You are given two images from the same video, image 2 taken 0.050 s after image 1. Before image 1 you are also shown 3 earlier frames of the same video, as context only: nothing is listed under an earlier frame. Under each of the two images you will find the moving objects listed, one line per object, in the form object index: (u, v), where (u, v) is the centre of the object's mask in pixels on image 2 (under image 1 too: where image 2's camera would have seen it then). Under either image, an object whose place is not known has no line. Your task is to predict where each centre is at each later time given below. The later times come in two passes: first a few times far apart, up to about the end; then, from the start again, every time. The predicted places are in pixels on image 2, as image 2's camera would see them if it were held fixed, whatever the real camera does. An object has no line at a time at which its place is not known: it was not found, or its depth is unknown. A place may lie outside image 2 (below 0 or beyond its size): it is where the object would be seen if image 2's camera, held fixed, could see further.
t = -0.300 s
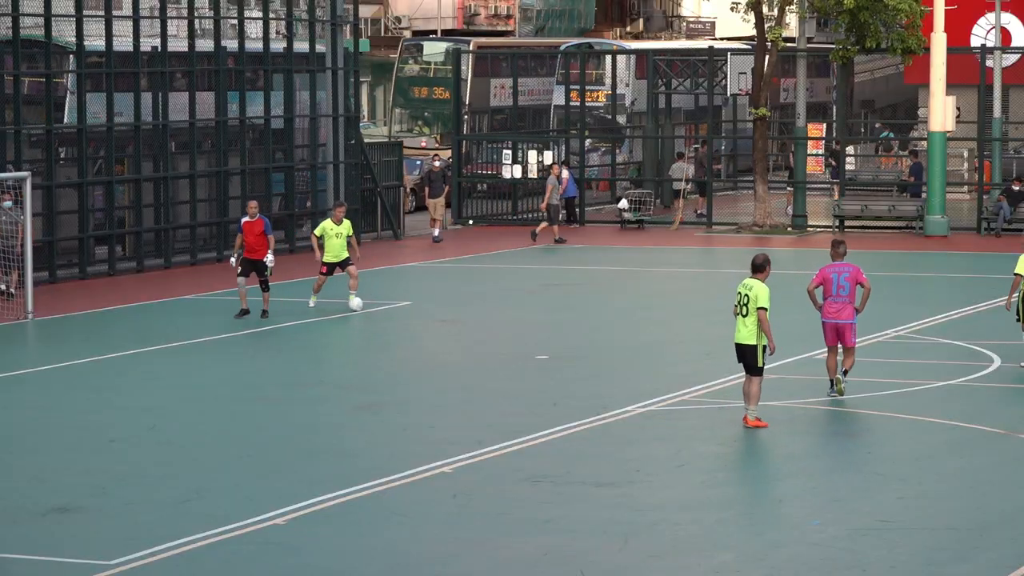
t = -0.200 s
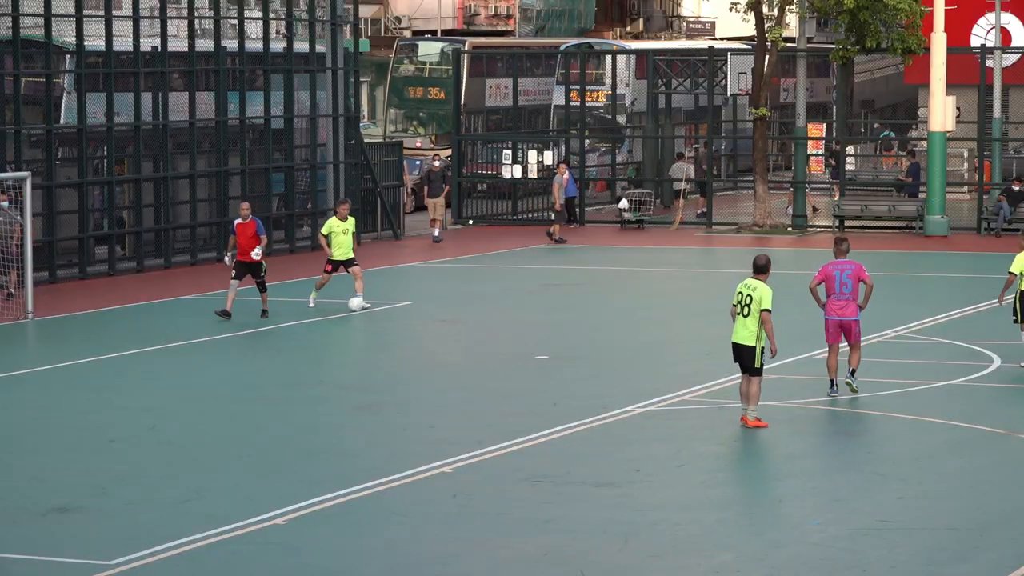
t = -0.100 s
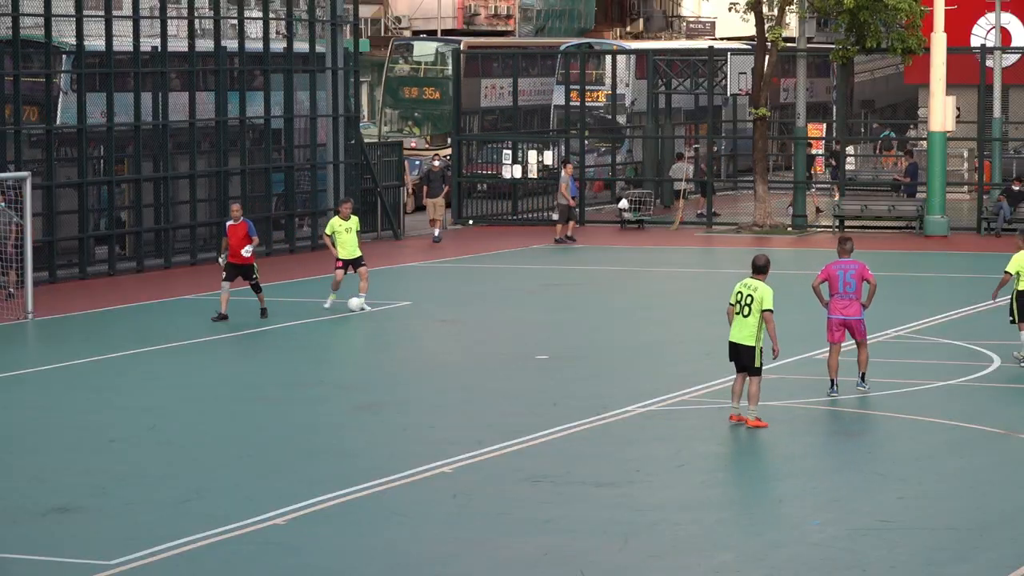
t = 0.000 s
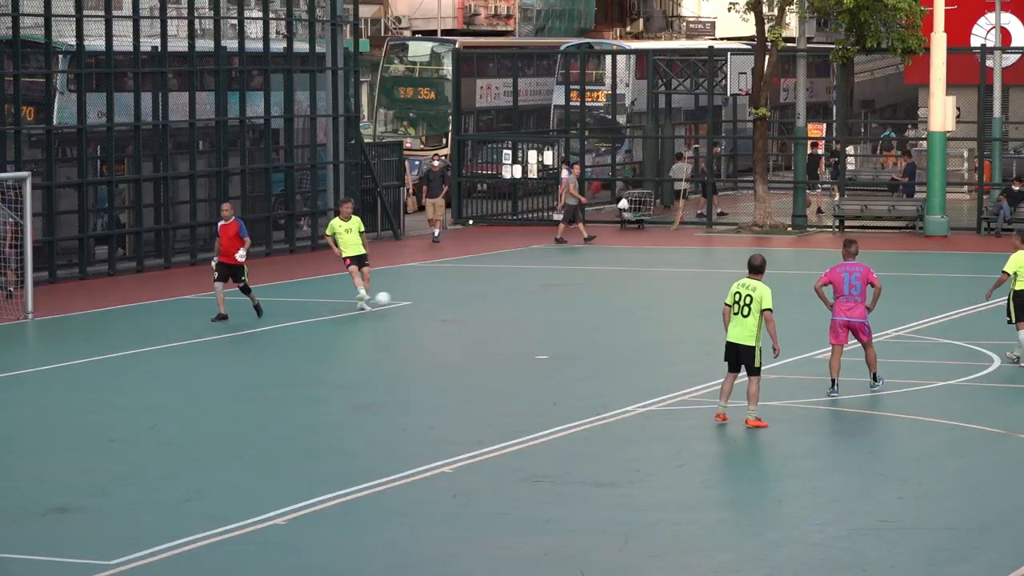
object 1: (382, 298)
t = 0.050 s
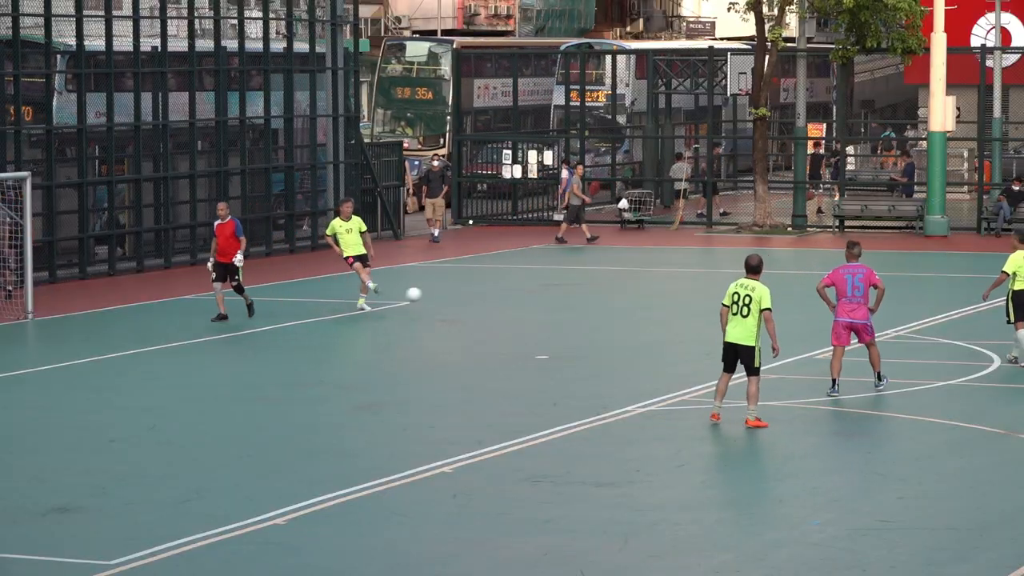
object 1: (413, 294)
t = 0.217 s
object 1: (520, 292)
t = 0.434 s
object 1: (668, 317)
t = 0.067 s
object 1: (423, 293)
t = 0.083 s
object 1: (434, 292)
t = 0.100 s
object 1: (445, 292)
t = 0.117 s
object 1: (455, 291)
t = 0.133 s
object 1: (466, 291)
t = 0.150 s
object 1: (477, 291)
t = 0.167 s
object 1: (487, 291)
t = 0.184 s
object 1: (498, 291)
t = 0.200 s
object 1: (509, 291)
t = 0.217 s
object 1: (520, 292)
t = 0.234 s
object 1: (531, 293)
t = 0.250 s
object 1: (542, 293)
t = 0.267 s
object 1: (553, 295)
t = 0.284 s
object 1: (565, 296)
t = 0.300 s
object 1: (576, 297)
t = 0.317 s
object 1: (588, 299)
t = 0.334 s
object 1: (599, 301)
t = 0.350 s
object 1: (610, 303)
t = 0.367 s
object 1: (622, 306)
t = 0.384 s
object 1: (633, 308)
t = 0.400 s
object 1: (645, 311)
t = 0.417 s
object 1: (657, 314)
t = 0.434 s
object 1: (668, 317)
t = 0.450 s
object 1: (679, 321)
